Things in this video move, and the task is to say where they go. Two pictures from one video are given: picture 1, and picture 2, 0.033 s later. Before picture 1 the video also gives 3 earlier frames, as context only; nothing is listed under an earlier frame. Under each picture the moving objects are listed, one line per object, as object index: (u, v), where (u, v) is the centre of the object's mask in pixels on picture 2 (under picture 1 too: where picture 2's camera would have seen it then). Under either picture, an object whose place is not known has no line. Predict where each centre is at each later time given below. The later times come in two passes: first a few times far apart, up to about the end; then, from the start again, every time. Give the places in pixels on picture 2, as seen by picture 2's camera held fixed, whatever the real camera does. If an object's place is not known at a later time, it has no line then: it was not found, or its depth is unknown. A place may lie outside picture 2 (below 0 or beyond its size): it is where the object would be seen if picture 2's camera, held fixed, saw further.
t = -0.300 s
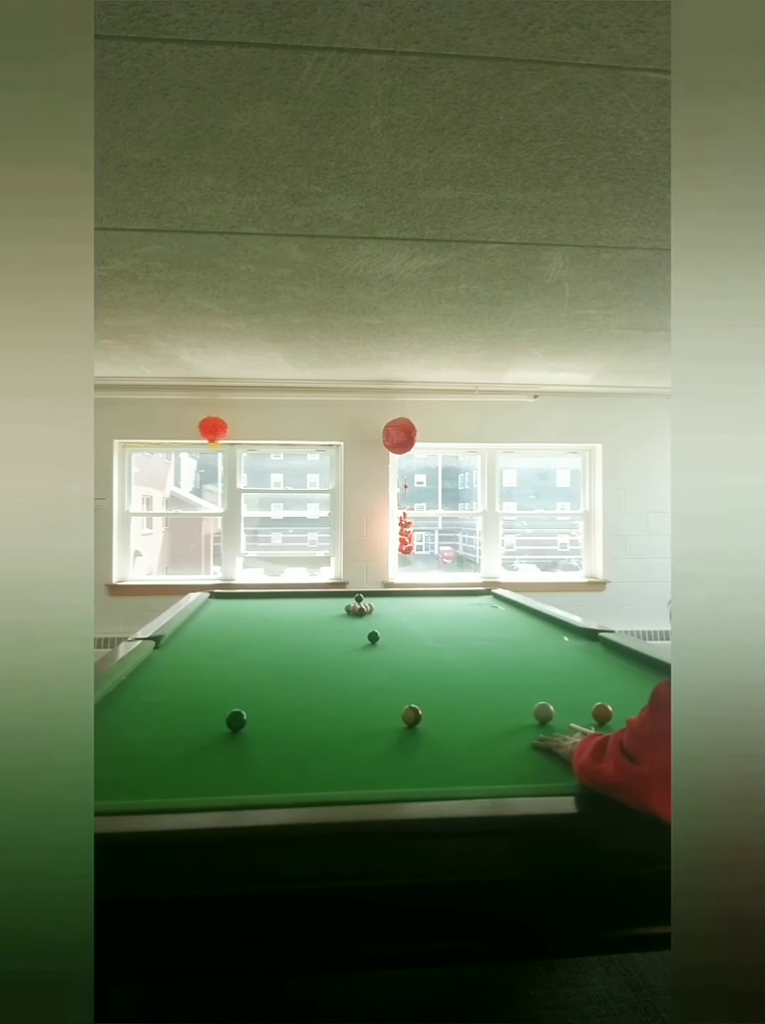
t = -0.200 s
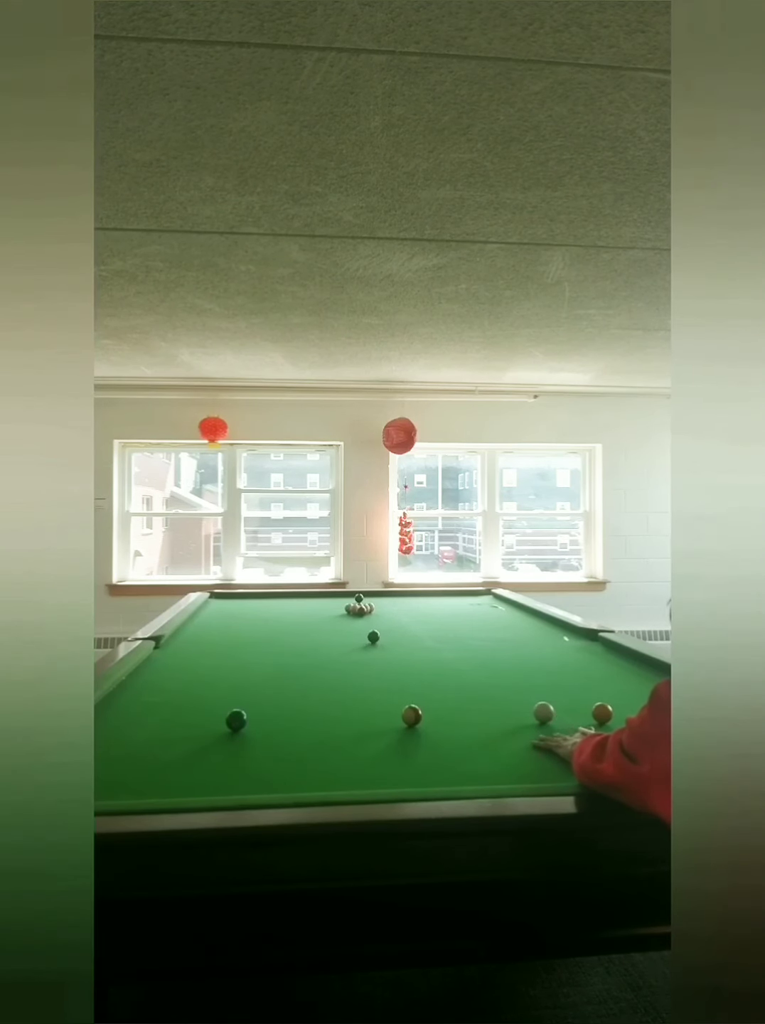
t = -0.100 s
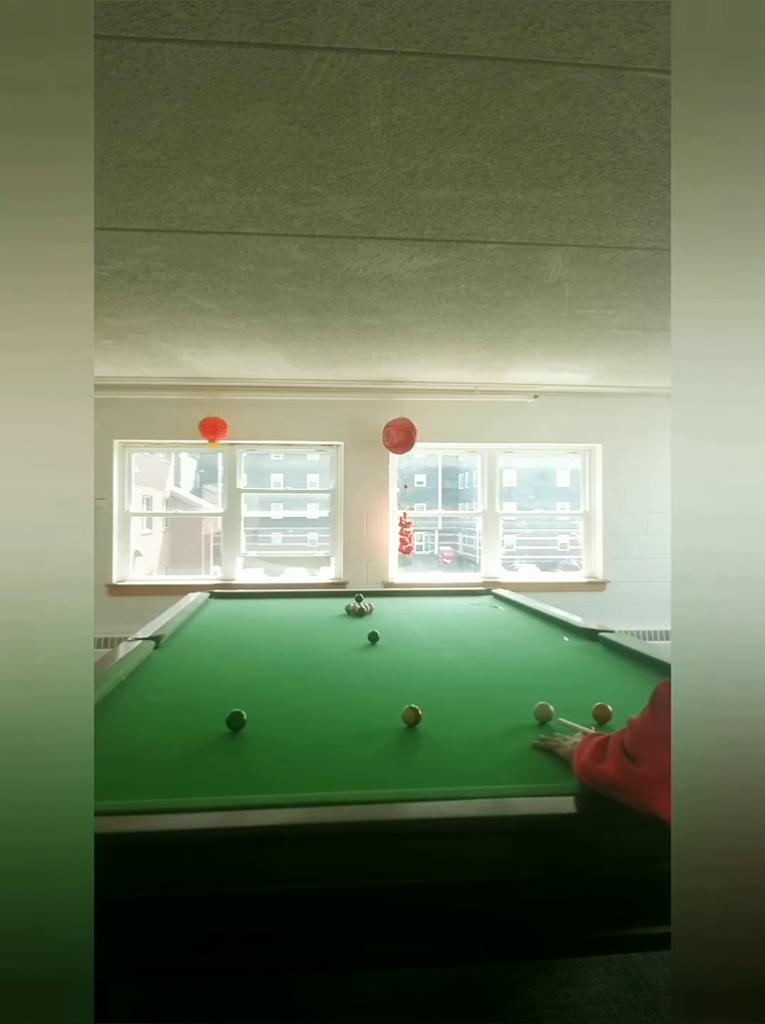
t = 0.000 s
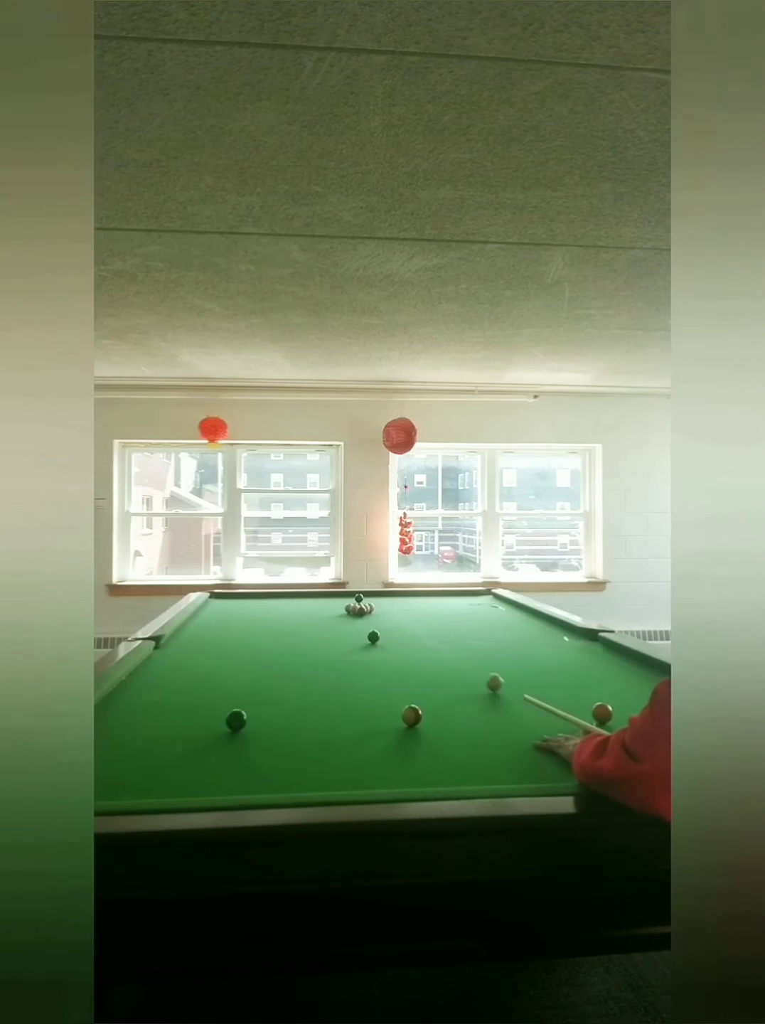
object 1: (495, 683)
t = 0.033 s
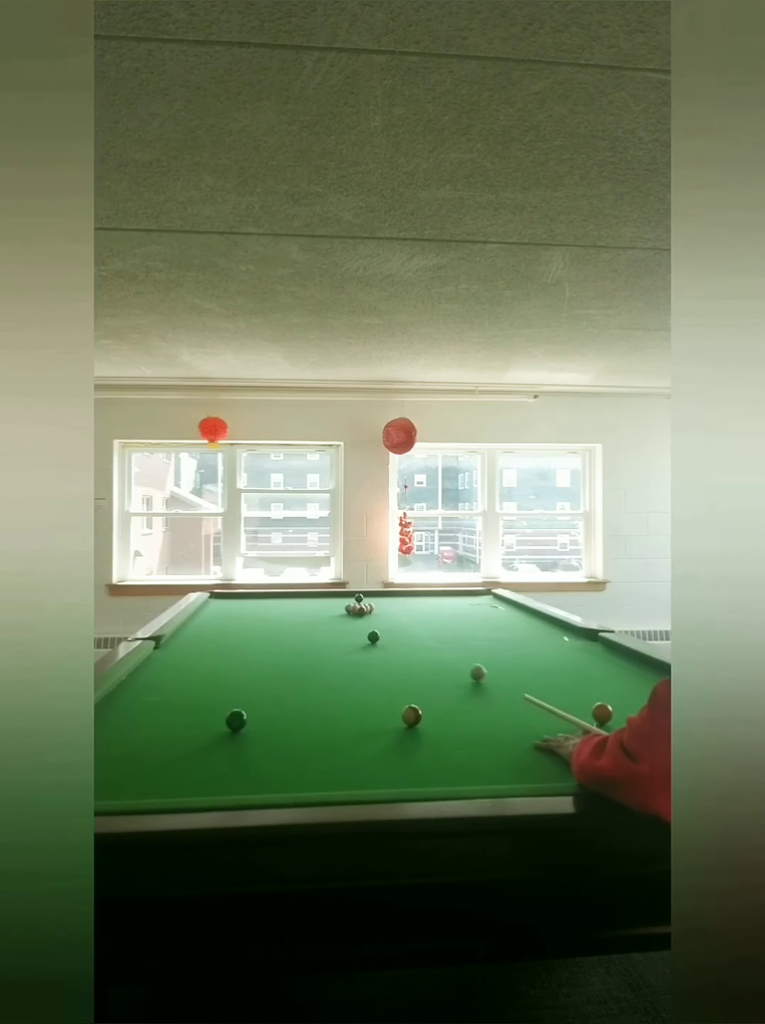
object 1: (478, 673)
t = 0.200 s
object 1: (419, 638)
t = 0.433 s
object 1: (375, 611)
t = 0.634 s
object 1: (400, 603)
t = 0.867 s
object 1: (421, 594)
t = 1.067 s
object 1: (440, 594)
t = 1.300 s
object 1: (467, 600)
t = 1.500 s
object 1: (493, 605)
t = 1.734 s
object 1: (524, 609)
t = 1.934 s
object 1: (525, 613)
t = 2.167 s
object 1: (525, 619)
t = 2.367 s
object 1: (525, 623)
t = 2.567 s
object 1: (525, 629)
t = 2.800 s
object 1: (524, 635)
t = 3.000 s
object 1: (524, 641)
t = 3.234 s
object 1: (524, 648)
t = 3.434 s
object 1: (525, 654)
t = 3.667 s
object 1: (525, 662)
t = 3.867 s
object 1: (525, 669)
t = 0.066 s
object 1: (463, 664)
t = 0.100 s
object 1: (450, 656)
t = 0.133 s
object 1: (439, 650)
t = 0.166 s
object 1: (428, 644)
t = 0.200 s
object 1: (419, 638)
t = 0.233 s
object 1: (411, 633)
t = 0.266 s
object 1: (403, 629)
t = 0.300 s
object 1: (396, 625)
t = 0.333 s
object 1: (390, 621)
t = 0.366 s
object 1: (385, 617)
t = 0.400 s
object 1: (380, 614)
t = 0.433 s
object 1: (375, 611)
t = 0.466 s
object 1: (375, 609)
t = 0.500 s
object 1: (381, 608)
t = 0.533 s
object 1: (386, 607)
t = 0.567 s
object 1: (392, 605)
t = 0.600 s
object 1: (396, 604)
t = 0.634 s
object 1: (400, 603)
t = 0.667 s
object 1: (404, 601)
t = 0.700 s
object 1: (407, 600)
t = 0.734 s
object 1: (410, 598)
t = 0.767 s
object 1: (413, 597)
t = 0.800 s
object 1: (415, 596)
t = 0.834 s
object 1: (418, 595)
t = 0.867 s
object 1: (421, 594)
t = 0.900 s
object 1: (423, 593)
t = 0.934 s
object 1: (426, 593)
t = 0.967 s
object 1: (429, 593)
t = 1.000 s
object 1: (433, 593)
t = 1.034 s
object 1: (437, 594)
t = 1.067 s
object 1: (440, 594)
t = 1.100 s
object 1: (444, 595)
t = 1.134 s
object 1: (448, 596)
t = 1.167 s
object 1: (452, 596)
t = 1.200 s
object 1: (456, 597)
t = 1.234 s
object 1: (459, 598)
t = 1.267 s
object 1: (463, 599)
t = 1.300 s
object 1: (467, 600)
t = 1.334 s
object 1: (471, 600)
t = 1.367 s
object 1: (475, 601)
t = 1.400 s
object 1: (479, 602)
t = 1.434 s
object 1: (483, 603)
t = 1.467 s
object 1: (488, 604)
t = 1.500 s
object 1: (493, 605)
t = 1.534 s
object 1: (497, 605)
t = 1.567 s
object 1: (501, 606)
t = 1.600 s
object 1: (506, 606)
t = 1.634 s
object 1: (511, 607)
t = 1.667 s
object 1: (515, 608)
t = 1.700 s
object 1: (519, 608)
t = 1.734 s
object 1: (524, 609)
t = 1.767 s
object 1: (525, 610)
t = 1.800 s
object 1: (525, 611)
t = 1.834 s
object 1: (525, 611)
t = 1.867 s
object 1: (525, 612)
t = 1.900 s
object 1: (525, 612)
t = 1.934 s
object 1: (525, 613)
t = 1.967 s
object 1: (525, 614)
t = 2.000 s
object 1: (525, 615)
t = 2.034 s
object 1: (525, 616)
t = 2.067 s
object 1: (525, 617)
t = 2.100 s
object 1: (525, 617)
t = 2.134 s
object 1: (525, 618)
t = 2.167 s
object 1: (525, 619)
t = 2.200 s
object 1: (525, 619)
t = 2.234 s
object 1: (525, 620)
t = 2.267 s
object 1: (525, 621)
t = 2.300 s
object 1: (525, 622)
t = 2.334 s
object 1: (525, 623)
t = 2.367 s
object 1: (525, 623)
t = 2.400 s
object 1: (525, 624)
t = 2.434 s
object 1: (525, 625)
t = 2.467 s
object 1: (525, 626)
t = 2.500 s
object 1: (525, 627)
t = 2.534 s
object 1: (525, 628)
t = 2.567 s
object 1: (525, 629)
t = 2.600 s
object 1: (525, 630)
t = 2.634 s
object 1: (525, 631)
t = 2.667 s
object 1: (524, 631)
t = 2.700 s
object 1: (525, 632)
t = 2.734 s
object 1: (524, 633)
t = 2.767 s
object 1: (524, 634)
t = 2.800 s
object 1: (524, 635)
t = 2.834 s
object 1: (524, 636)
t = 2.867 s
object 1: (524, 637)
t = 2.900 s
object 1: (524, 638)
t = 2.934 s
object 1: (524, 639)
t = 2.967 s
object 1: (524, 640)
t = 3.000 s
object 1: (524, 641)
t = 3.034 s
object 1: (524, 641)
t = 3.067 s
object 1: (524, 642)
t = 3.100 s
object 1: (524, 644)
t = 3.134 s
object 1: (524, 644)
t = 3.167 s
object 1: (524, 645)
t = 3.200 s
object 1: (524, 646)
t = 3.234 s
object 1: (524, 648)
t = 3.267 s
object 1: (524, 648)
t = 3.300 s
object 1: (524, 650)
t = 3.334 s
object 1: (524, 651)
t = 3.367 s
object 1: (524, 652)
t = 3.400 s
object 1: (524, 653)
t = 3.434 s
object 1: (525, 654)
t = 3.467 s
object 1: (524, 655)
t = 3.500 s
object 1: (524, 656)
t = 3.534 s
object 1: (524, 657)
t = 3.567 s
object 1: (525, 658)
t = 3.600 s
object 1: (525, 660)
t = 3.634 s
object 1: (525, 661)
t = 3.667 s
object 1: (525, 662)
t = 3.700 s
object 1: (524, 663)
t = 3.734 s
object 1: (525, 664)
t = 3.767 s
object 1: (525, 666)
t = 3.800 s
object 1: (525, 667)
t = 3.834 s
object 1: (525, 668)
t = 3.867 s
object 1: (525, 669)
